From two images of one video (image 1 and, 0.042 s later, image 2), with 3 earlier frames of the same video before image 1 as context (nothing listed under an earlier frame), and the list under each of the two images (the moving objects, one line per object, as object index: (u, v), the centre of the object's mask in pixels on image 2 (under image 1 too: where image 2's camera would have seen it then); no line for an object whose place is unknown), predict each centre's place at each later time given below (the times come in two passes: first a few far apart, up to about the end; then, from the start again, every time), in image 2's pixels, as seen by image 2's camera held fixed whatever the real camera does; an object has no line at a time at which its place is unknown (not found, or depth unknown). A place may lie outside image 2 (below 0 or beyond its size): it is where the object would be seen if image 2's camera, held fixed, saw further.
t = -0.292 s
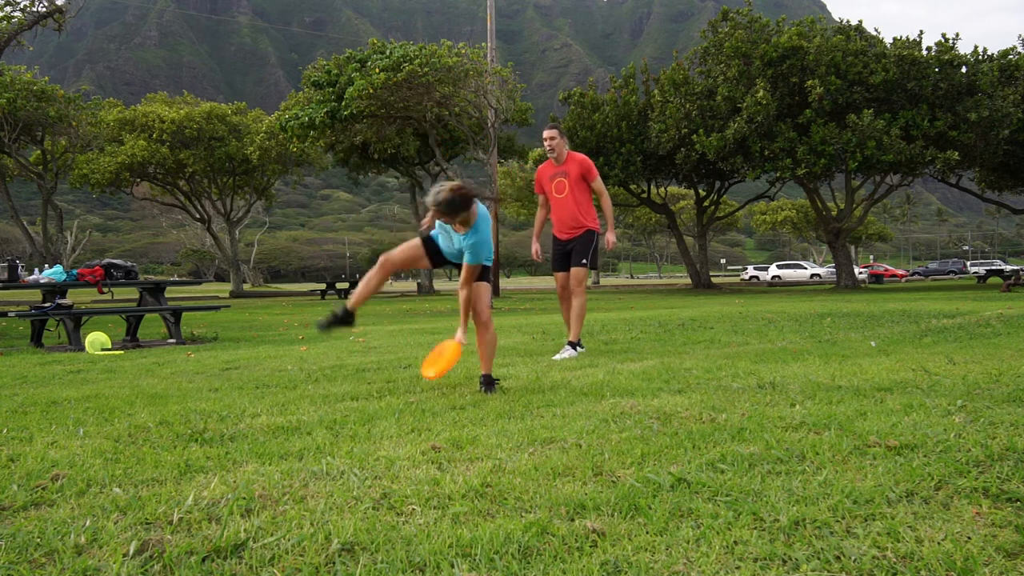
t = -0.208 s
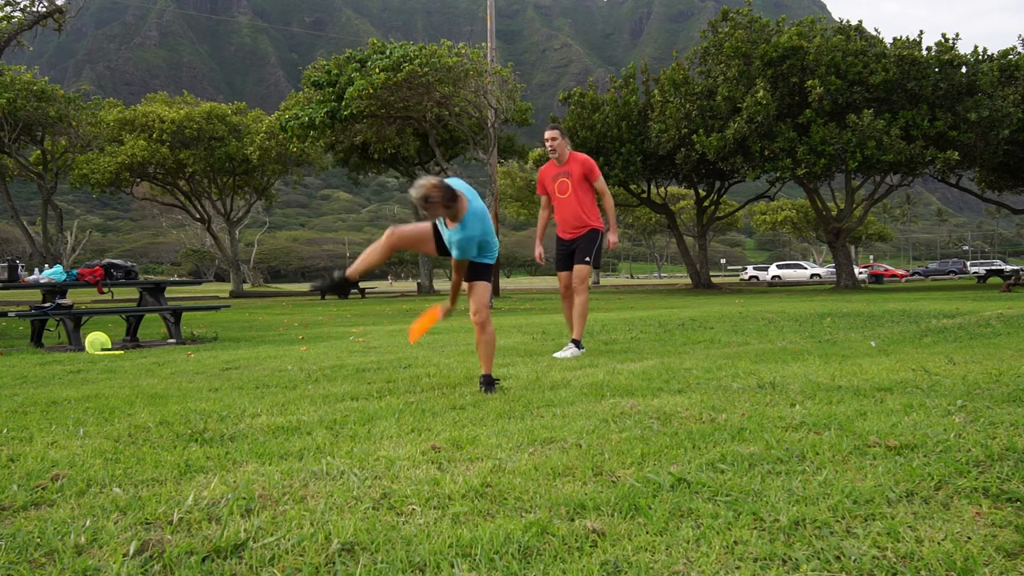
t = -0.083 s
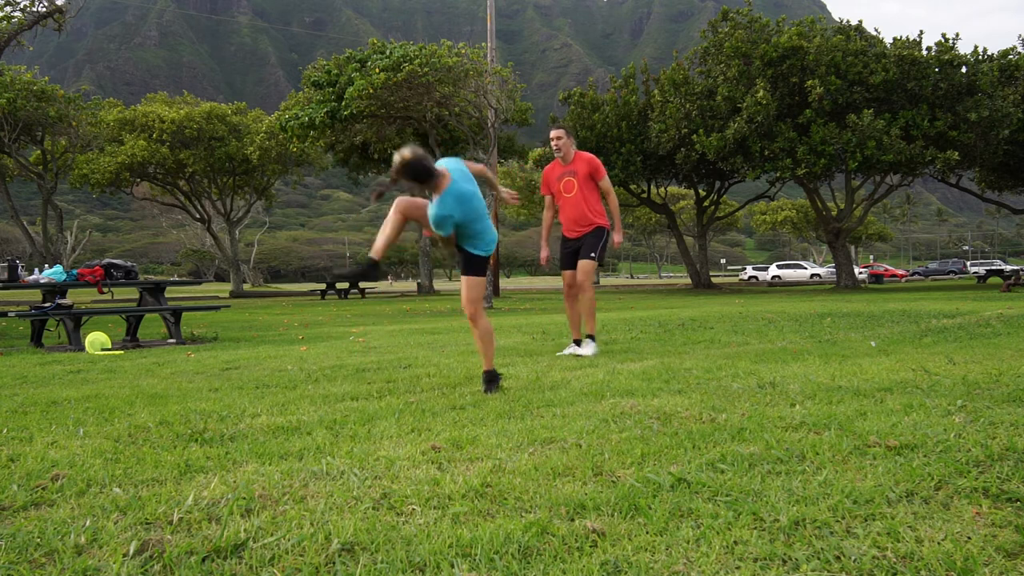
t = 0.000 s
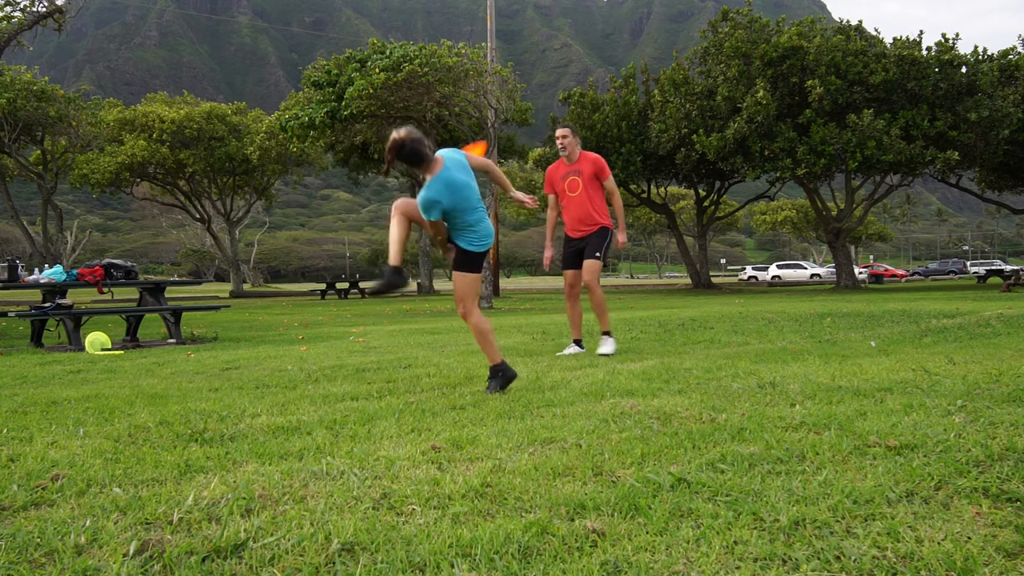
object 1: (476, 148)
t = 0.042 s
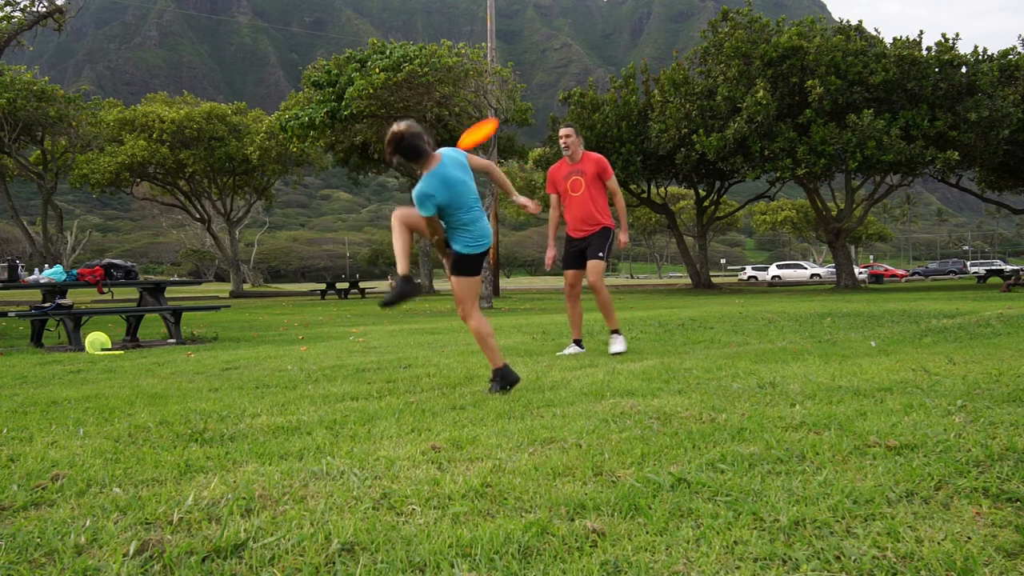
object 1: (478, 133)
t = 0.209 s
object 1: (524, 69)
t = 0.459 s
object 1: (590, 52)
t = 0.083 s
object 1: (489, 113)
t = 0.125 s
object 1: (501, 95)
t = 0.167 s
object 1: (512, 81)
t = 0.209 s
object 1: (524, 69)
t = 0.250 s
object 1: (535, 60)
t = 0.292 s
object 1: (546, 53)
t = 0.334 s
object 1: (557, 49)
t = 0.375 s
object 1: (568, 48)
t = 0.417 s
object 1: (580, 49)
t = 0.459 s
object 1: (590, 52)
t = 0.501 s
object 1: (601, 57)
